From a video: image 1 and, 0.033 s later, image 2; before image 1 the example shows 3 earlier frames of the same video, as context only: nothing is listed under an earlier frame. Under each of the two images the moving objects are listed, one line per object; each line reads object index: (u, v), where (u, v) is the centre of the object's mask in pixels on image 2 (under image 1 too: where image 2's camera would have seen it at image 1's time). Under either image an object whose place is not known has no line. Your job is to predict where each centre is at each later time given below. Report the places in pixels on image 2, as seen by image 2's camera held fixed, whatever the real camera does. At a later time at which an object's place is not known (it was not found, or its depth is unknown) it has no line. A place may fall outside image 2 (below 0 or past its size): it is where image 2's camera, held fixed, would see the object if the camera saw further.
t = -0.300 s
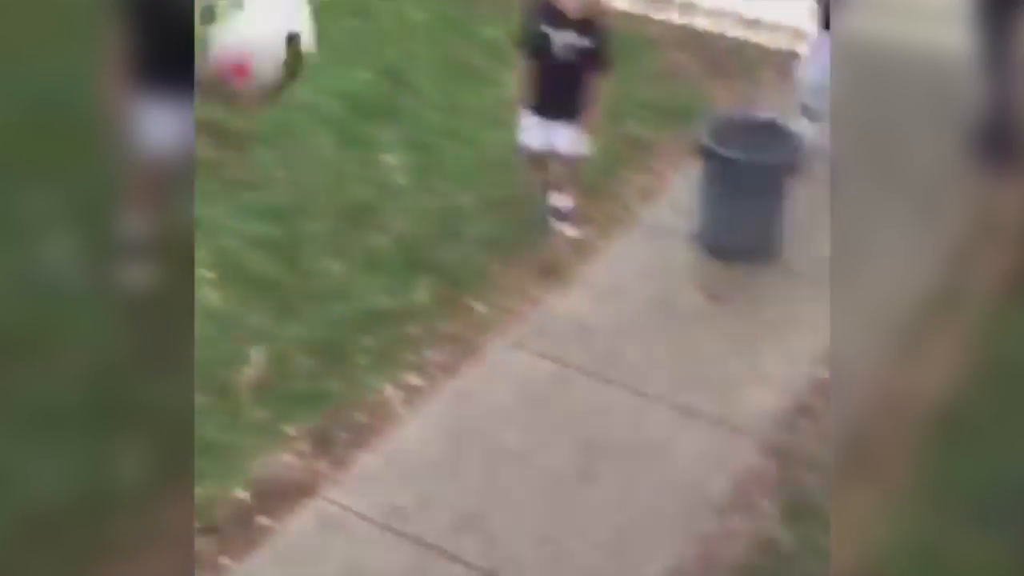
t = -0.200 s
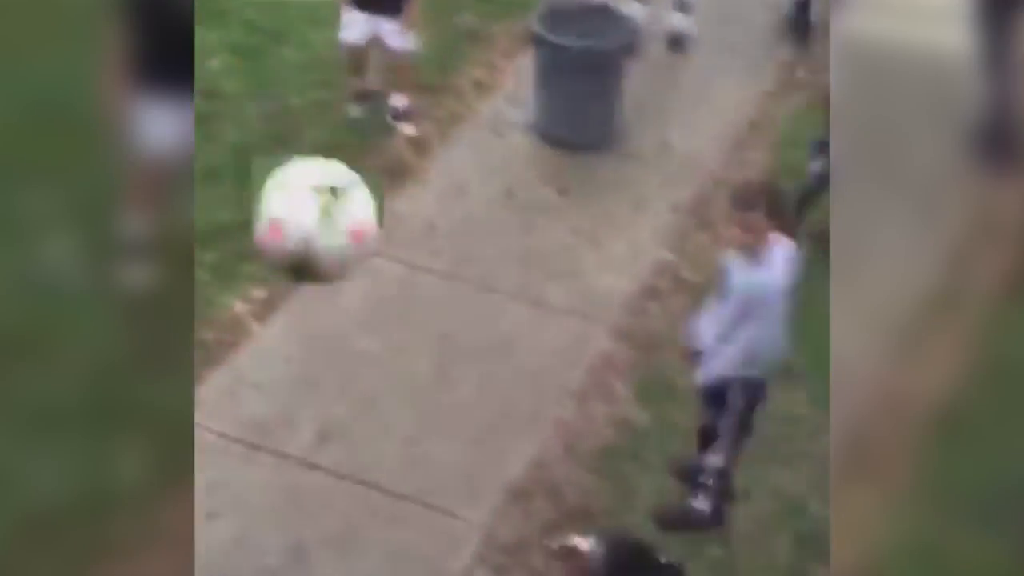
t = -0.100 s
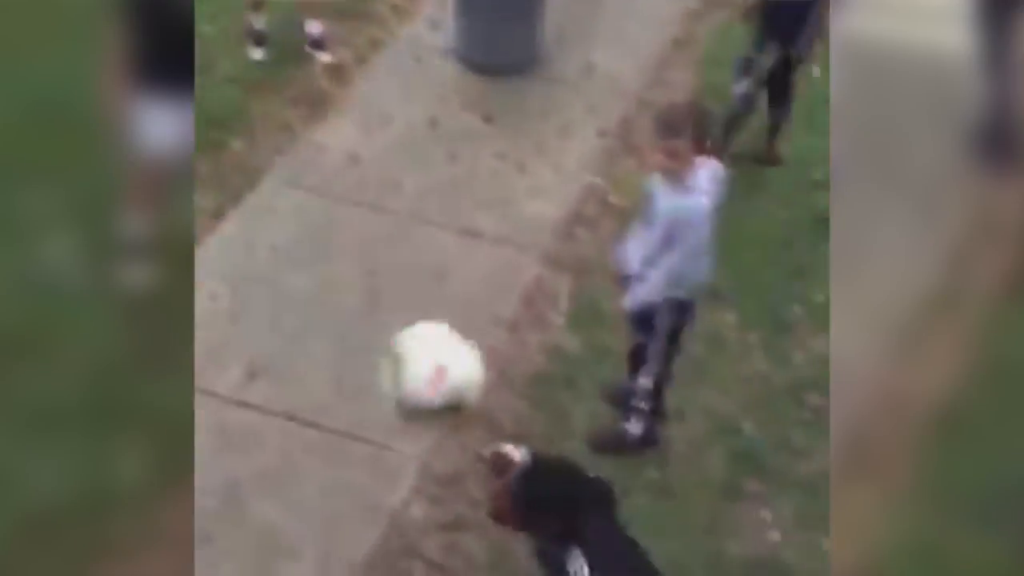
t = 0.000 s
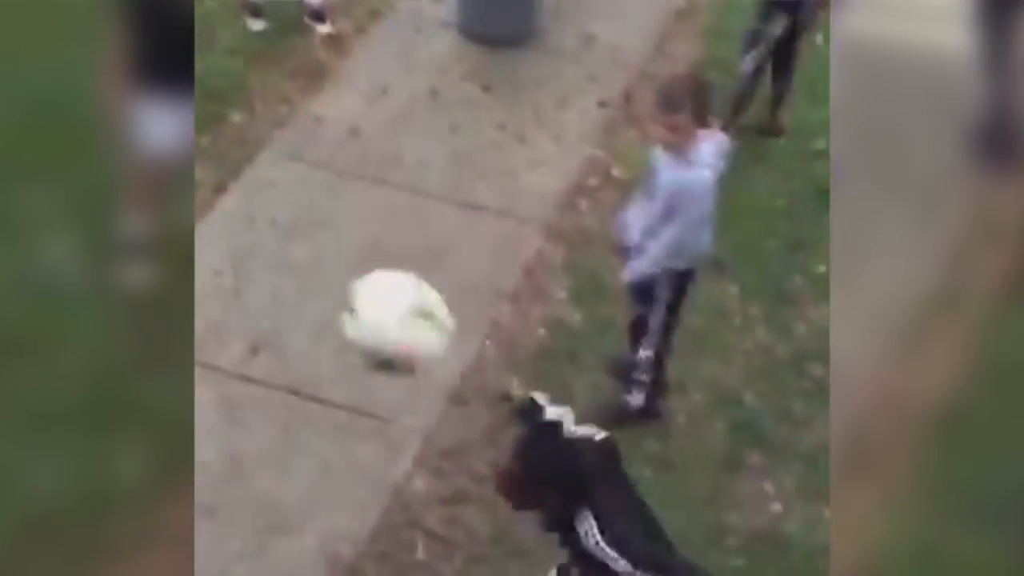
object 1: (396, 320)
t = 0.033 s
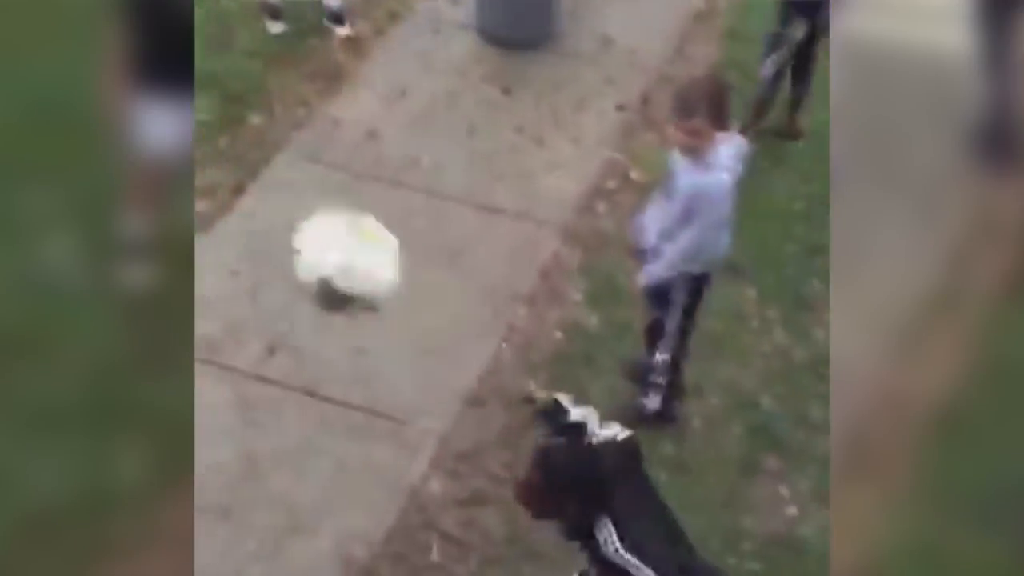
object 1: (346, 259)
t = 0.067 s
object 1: (302, 203)
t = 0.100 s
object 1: (270, 153)
